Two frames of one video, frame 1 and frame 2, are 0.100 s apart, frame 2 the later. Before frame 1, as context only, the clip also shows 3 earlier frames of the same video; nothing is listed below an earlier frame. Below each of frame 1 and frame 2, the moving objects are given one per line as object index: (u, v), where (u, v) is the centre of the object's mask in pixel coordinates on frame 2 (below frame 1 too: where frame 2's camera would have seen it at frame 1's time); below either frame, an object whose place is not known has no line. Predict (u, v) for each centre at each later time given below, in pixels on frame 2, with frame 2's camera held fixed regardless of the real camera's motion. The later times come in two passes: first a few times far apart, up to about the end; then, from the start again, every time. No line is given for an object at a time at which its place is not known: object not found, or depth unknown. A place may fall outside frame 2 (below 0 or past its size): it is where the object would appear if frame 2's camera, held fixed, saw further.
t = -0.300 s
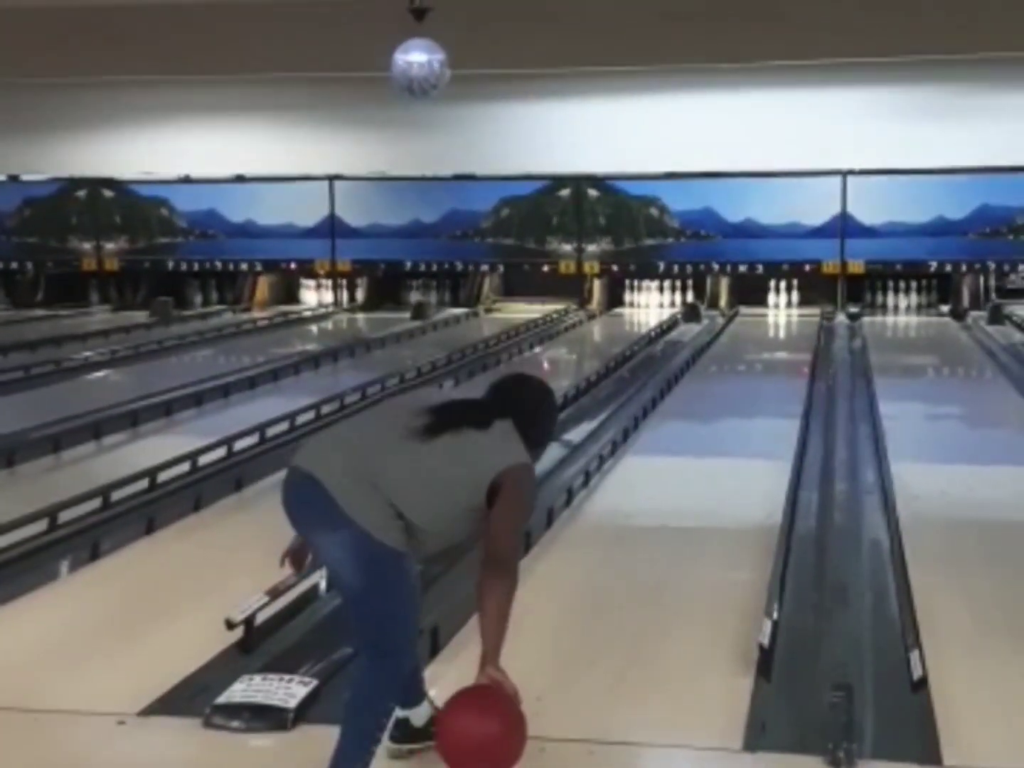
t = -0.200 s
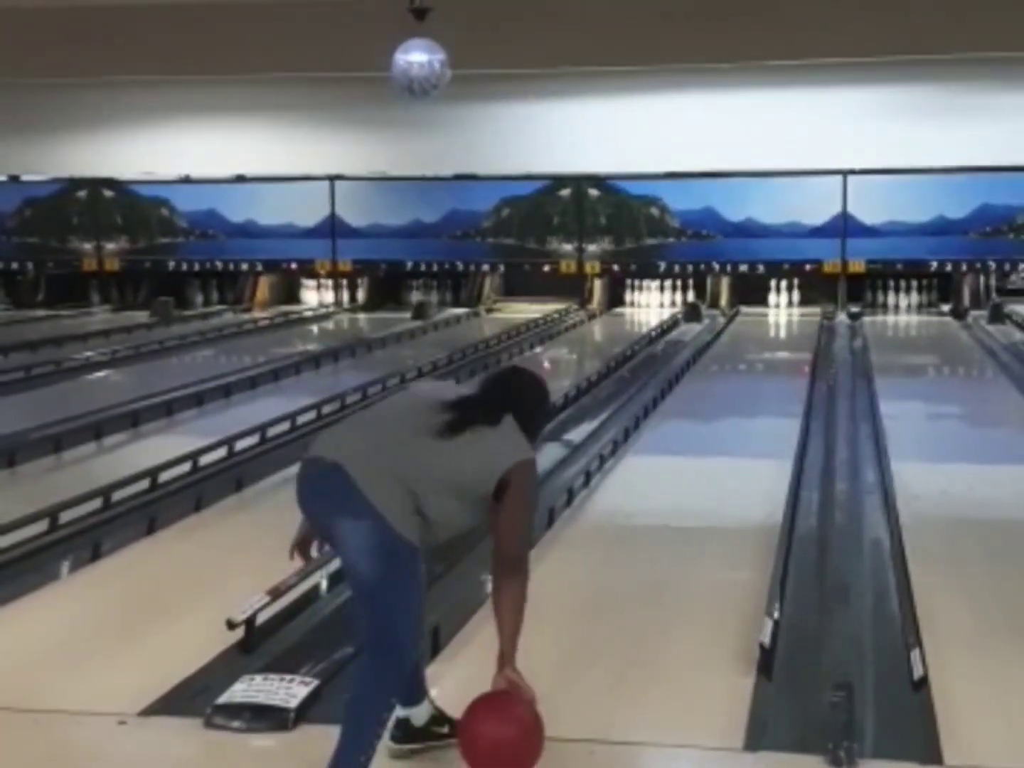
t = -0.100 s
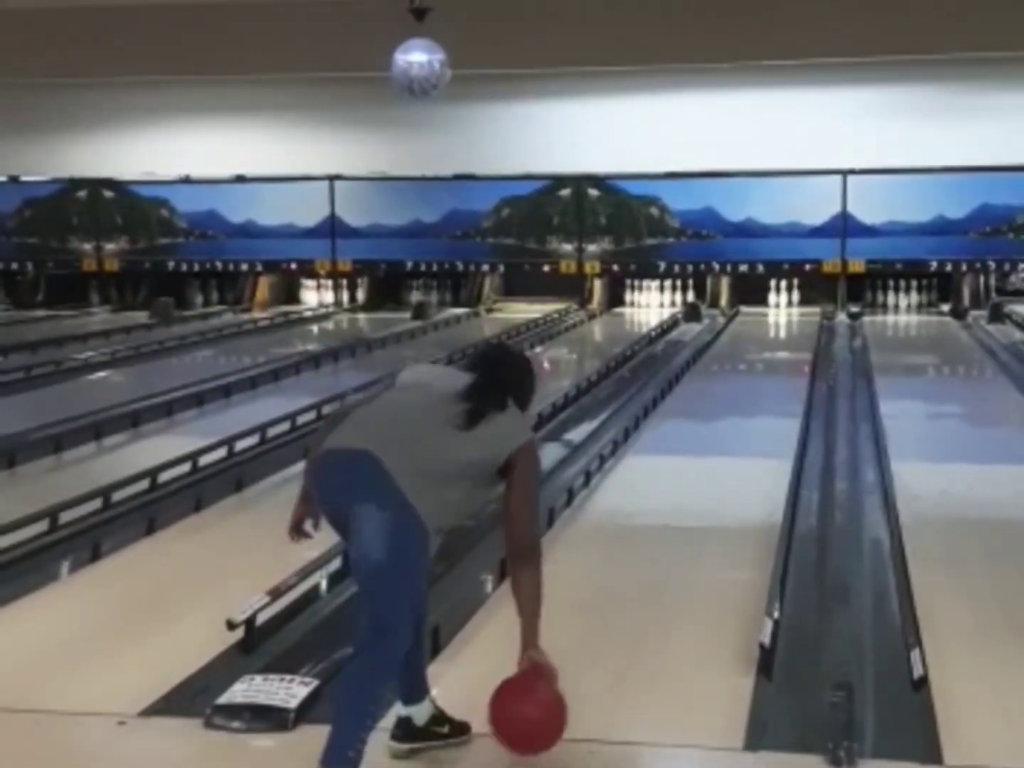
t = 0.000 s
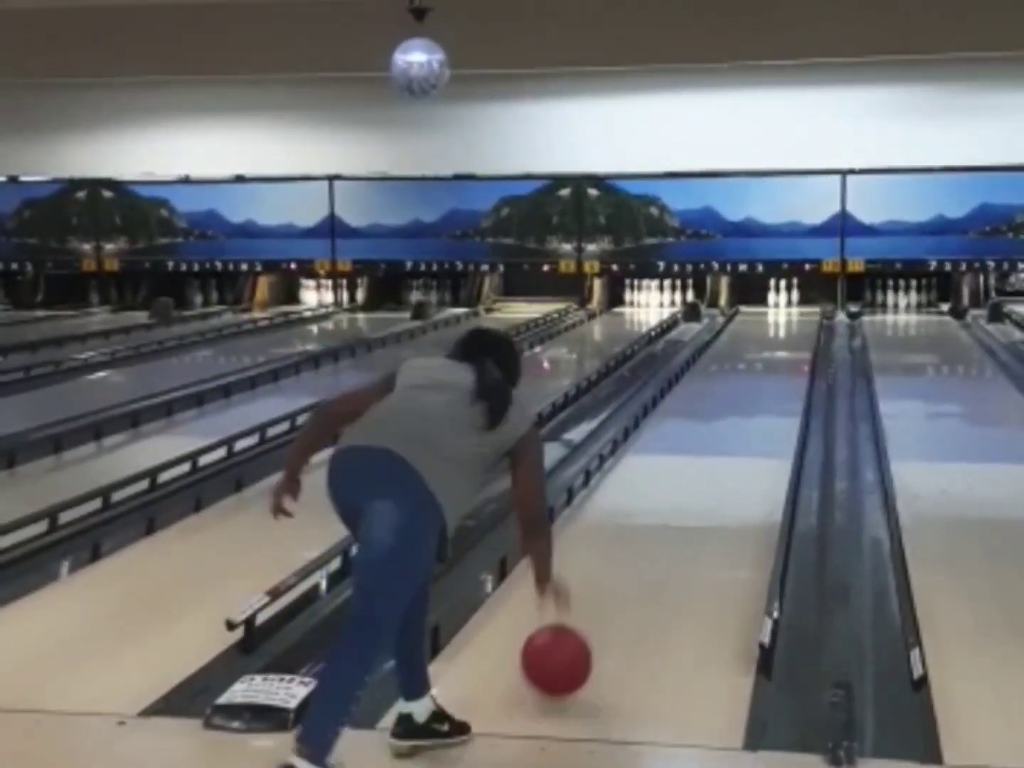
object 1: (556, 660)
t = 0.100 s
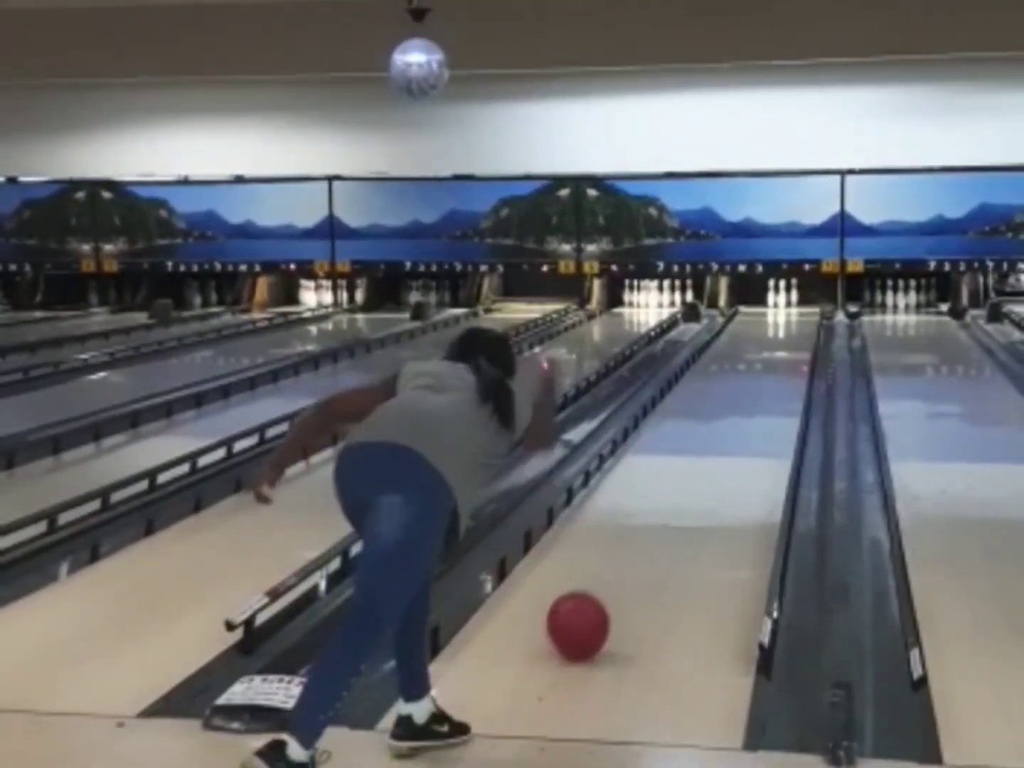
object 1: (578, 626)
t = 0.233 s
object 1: (601, 577)
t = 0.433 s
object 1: (626, 523)
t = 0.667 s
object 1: (647, 477)
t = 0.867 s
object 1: (659, 449)
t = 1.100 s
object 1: (670, 424)
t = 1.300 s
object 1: (678, 406)
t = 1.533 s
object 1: (684, 389)
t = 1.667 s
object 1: (688, 382)
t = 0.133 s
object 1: (584, 613)
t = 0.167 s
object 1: (590, 600)
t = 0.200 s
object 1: (596, 588)
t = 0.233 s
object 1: (601, 577)
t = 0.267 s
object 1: (606, 566)
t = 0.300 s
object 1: (611, 556)
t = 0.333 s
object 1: (615, 547)
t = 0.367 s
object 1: (619, 538)
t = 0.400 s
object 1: (622, 531)
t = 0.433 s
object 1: (626, 523)
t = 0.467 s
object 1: (629, 515)
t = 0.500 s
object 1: (633, 508)
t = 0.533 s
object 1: (636, 500)
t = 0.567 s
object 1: (639, 494)
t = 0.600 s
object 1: (642, 488)
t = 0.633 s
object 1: (644, 482)
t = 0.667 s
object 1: (647, 477)
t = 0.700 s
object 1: (649, 472)
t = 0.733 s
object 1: (651, 467)
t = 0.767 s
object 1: (654, 462)
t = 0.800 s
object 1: (656, 457)
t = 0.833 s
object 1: (657, 453)
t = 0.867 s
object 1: (659, 449)
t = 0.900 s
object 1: (661, 445)
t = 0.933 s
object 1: (663, 441)
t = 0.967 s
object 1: (665, 437)
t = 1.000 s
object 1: (666, 433)
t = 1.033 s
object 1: (668, 430)
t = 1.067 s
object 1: (669, 427)
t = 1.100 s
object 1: (670, 424)
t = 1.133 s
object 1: (672, 420)
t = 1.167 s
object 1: (673, 417)
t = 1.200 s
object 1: (674, 414)
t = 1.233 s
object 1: (676, 411)
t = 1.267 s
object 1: (677, 409)
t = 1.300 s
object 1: (678, 406)
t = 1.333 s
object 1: (680, 403)
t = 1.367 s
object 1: (680, 401)
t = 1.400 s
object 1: (681, 399)
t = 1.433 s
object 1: (683, 397)
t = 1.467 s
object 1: (683, 394)
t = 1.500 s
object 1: (683, 392)
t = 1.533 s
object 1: (684, 389)
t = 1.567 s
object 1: (685, 388)
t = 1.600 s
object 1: (686, 386)
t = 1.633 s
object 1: (687, 384)
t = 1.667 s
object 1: (688, 382)
